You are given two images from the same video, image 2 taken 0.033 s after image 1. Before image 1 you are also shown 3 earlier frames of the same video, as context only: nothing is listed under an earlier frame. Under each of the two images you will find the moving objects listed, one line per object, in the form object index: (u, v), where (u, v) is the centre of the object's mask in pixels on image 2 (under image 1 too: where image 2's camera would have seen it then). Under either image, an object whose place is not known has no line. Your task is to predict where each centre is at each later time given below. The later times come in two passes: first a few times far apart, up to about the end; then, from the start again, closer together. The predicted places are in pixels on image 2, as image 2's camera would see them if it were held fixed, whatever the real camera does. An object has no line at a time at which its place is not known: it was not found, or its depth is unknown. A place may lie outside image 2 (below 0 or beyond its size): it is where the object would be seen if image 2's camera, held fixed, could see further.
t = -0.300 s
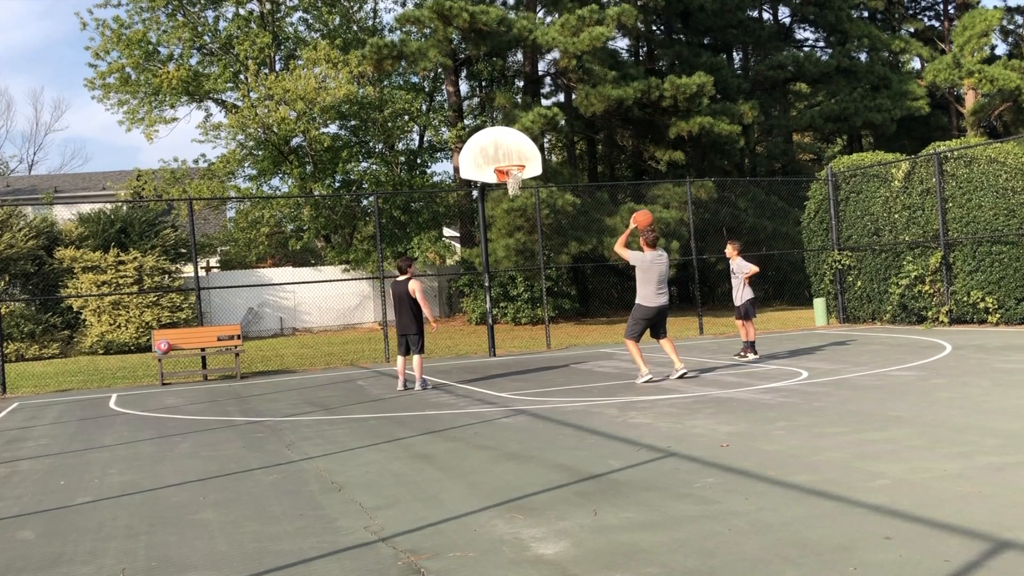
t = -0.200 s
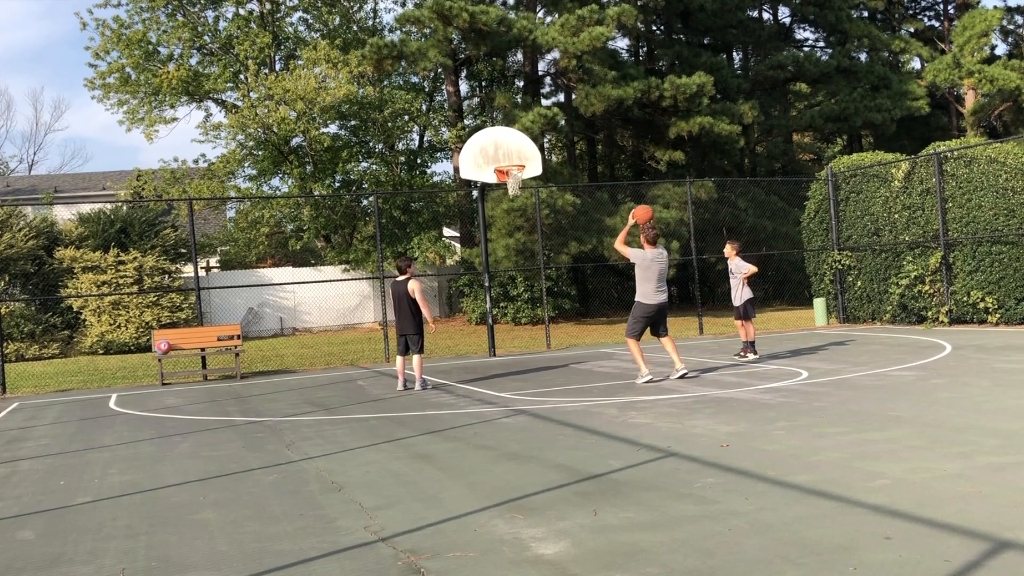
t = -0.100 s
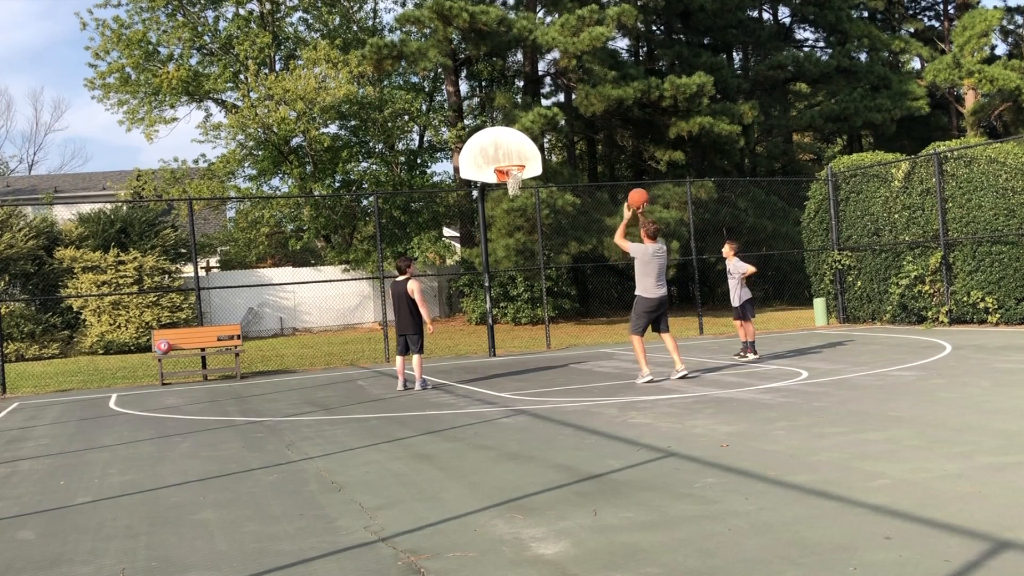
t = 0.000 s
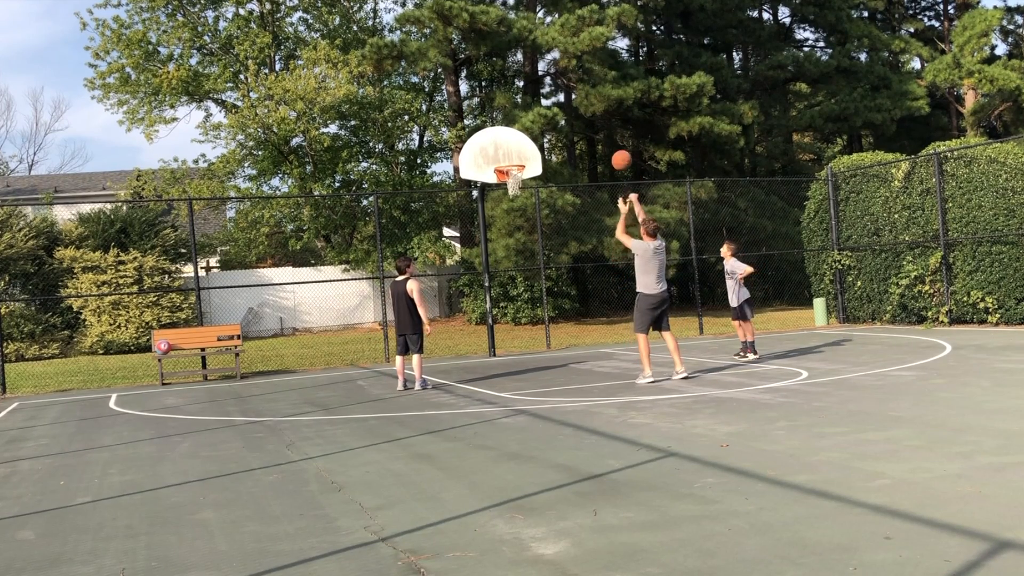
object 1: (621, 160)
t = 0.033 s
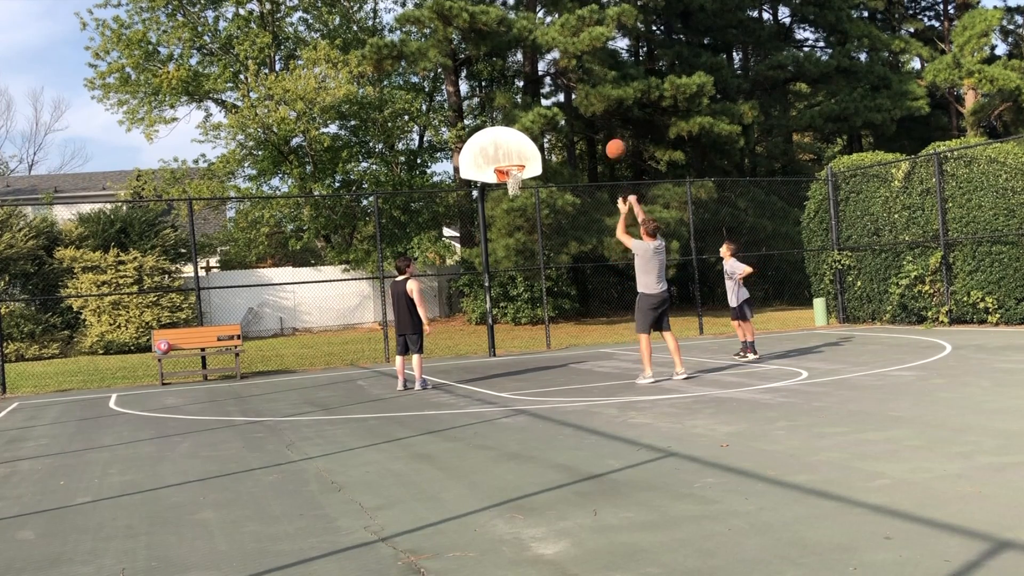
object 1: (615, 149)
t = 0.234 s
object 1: (584, 103)
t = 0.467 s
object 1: (555, 91)
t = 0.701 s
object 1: (532, 115)
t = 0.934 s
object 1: (511, 163)
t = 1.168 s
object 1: (520, 157)
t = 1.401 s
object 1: (537, 165)
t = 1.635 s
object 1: (554, 206)
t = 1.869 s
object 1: (574, 277)
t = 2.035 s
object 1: (590, 344)
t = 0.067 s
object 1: (610, 138)
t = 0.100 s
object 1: (604, 129)
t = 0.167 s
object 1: (594, 114)
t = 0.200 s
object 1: (589, 108)
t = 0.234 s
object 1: (584, 103)
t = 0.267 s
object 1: (579, 99)
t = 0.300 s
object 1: (575, 95)
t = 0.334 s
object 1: (571, 93)
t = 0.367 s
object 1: (567, 91)
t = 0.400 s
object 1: (562, 90)
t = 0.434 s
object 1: (558, 90)
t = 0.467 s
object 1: (555, 91)
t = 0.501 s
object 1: (551, 93)
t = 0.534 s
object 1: (548, 95)
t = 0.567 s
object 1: (544, 98)
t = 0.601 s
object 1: (541, 101)
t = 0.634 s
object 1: (538, 105)
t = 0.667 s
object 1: (535, 110)
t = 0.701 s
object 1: (532, 115)
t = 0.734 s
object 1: (529, 122)
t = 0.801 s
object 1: (524, 136)
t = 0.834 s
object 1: (522, 145)
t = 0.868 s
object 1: (519, 153)
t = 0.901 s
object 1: (517, 162)
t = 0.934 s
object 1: (511, 163)
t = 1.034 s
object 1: (506, 162)
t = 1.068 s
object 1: (512, 161)
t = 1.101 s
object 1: (516, 160)
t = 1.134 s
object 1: (518, 158)
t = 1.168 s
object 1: (520, 157)
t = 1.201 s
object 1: (523, 156)
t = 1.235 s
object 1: (525, 156)
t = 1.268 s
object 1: (527, 156)
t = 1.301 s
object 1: (529, 157)
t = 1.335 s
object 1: (532, 160)
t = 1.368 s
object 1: (534, 162)
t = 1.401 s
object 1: (537, 165)
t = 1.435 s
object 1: (539, 169)
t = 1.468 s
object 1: (542, 173)
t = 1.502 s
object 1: (544, 178)
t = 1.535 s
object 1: (547, 184)
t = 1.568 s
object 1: (549, 191)
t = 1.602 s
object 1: (552, 198)
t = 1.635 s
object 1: (554, 206)
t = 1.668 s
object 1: (557, 214)
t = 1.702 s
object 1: (560, 223)
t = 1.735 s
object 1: (562, 232)
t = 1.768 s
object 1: (565, 243)
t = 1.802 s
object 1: (568, 254)
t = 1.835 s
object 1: (571, 265)
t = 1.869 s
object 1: (574, 277)
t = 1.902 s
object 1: (577, 289)
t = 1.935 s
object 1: (580, 302)
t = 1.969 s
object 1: (583, 316)
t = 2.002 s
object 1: (586, 330)
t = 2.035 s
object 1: (590, 344)
